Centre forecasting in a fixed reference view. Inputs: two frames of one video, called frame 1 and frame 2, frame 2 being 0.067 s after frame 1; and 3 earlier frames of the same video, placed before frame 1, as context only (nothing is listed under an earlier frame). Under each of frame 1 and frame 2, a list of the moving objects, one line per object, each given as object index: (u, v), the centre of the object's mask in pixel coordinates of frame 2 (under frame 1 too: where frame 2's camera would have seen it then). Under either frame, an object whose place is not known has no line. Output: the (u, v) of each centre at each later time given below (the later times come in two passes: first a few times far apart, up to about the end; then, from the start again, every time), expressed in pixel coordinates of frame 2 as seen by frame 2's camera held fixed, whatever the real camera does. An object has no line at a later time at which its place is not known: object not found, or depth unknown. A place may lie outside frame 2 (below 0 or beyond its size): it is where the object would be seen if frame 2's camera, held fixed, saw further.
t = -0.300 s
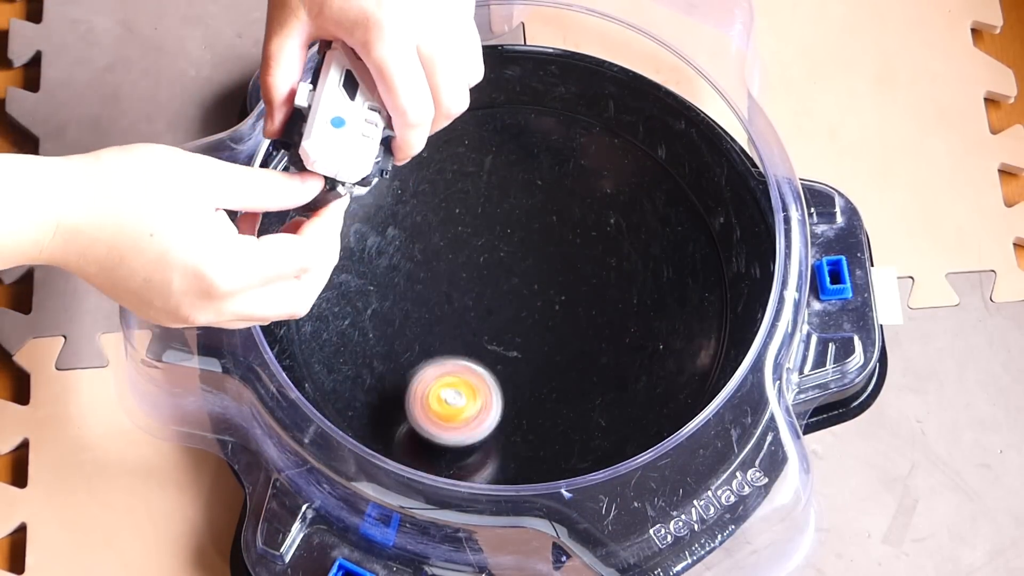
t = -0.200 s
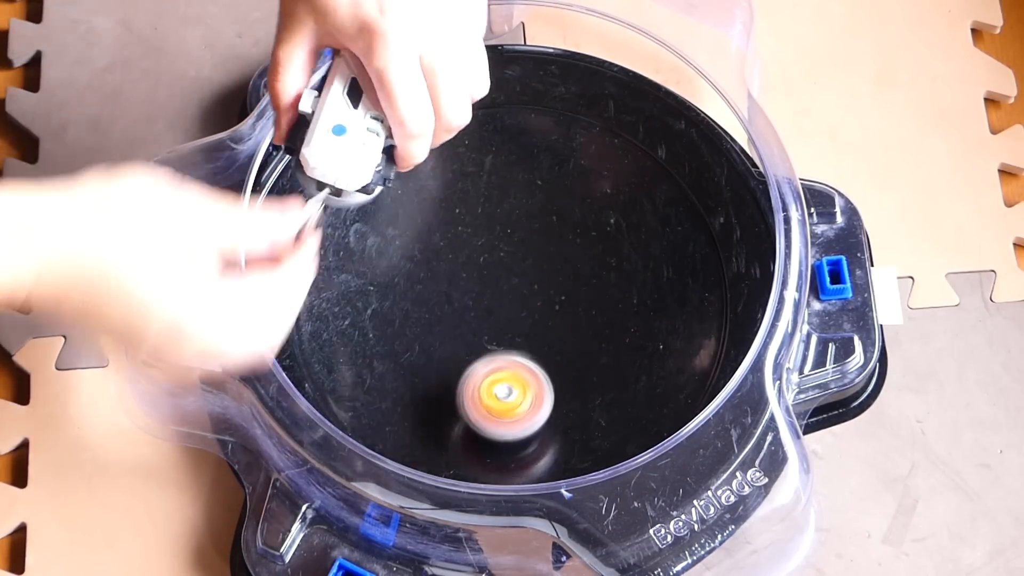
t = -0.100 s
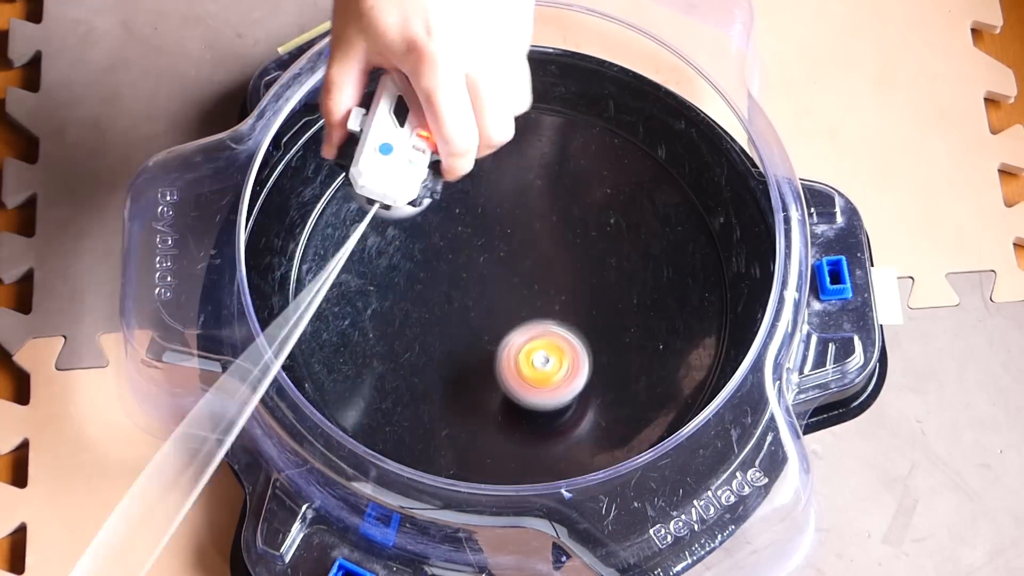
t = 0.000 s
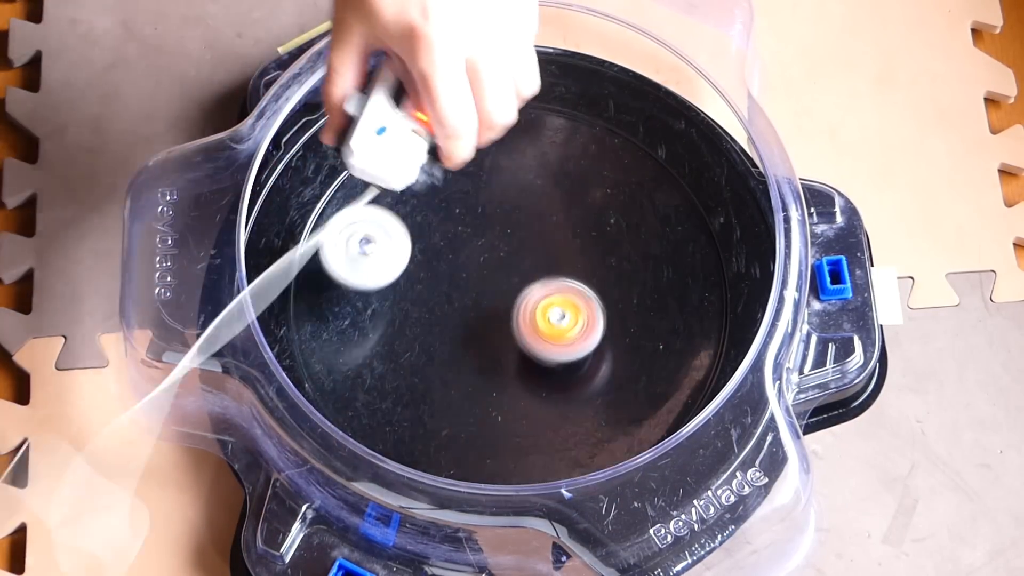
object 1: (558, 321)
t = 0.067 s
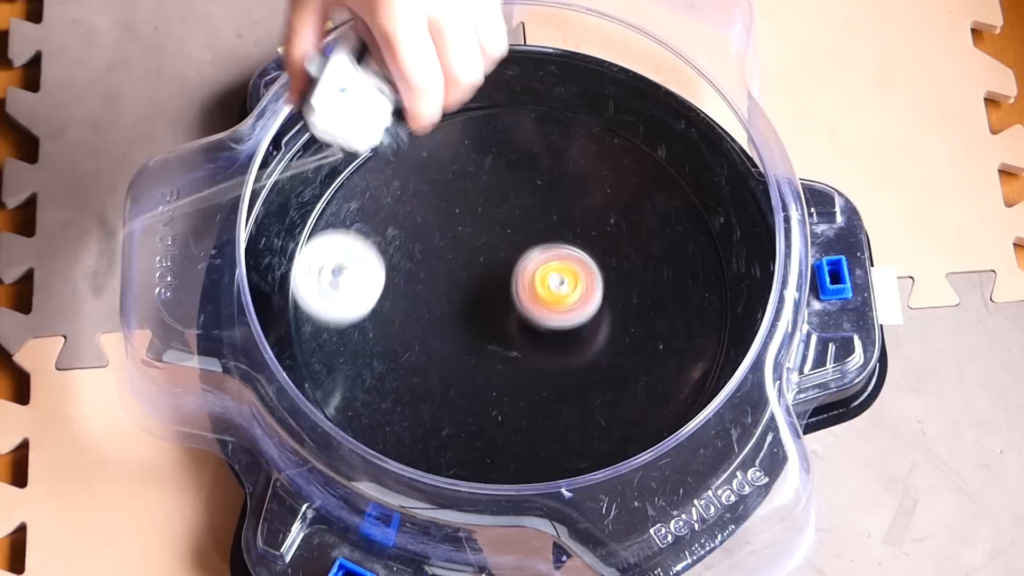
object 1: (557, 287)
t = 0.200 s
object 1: (526, 230)
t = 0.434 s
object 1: (437, 225)
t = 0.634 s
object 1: (440, 286)
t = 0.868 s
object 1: (591, 361)
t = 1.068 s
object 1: (706, 261)
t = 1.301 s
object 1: (556, 53)
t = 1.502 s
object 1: (518, 221)
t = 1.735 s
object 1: (576, 355)
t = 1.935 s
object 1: (598, 224)
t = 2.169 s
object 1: (529, 197)
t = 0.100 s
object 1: (553, 271)
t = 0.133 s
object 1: (546, 256)
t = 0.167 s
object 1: (537, 243)
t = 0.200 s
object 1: (526, 230)
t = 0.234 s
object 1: (512, 221)
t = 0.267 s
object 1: (497, 214)
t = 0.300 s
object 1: (483, 211)
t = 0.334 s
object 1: (469, 211)
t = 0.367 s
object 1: (457, 214)
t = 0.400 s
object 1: (446, 218)
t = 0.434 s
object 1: (437, 225)
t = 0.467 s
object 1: (430, 234)
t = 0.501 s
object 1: (426, 244)
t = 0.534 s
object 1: (425, 255)
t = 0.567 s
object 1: (427, 266)
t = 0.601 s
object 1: (433, 278)
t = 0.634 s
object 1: (440, 286)
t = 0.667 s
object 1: (449, 293)
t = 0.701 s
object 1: (459, 299)
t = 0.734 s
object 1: (474, 307)
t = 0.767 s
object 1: (501, 332)
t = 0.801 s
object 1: (530, 349)
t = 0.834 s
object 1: (559, 359)
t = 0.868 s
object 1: (591, 361)
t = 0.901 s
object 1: (622, 354)
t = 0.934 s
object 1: (650, 342)
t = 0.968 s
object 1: (674, 325)
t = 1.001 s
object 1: (691, 305)
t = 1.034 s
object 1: (703, 283)
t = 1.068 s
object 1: (706, 261)
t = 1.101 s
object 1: (704, 240)
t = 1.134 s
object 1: (696, 220)
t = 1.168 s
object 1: (683, 196)
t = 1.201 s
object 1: (663, 171)
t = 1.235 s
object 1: (637, 148)
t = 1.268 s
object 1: (598, 96)
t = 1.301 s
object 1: (556, 53)
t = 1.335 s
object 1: (536, 50)
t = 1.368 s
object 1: (538, 87)
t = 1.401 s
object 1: (535, 116)
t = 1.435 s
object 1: (530, 153)
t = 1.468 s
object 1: (524, 186)
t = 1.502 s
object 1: (518, 221)
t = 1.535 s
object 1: (512, 253)
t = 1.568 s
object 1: (511, 281)
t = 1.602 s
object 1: (515, 304)
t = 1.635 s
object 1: (525, 321)
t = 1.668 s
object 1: (540, 335)
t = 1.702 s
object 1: (557, 346)
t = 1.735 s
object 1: (576, 355)
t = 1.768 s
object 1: (589, 334)
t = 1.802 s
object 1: (598, 305)
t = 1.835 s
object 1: (603, 279)
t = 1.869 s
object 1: (604, 255)
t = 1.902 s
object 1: (604, 238)
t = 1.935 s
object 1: (598, 224)
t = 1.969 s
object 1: (592, 212)
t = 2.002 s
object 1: (583, 205)
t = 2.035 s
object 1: (572, 200)
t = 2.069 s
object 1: (562, 196)
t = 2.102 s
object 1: (550, 195)
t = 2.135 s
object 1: (540, 195)
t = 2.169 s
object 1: (529, 197)
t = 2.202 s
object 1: (517, 201)
